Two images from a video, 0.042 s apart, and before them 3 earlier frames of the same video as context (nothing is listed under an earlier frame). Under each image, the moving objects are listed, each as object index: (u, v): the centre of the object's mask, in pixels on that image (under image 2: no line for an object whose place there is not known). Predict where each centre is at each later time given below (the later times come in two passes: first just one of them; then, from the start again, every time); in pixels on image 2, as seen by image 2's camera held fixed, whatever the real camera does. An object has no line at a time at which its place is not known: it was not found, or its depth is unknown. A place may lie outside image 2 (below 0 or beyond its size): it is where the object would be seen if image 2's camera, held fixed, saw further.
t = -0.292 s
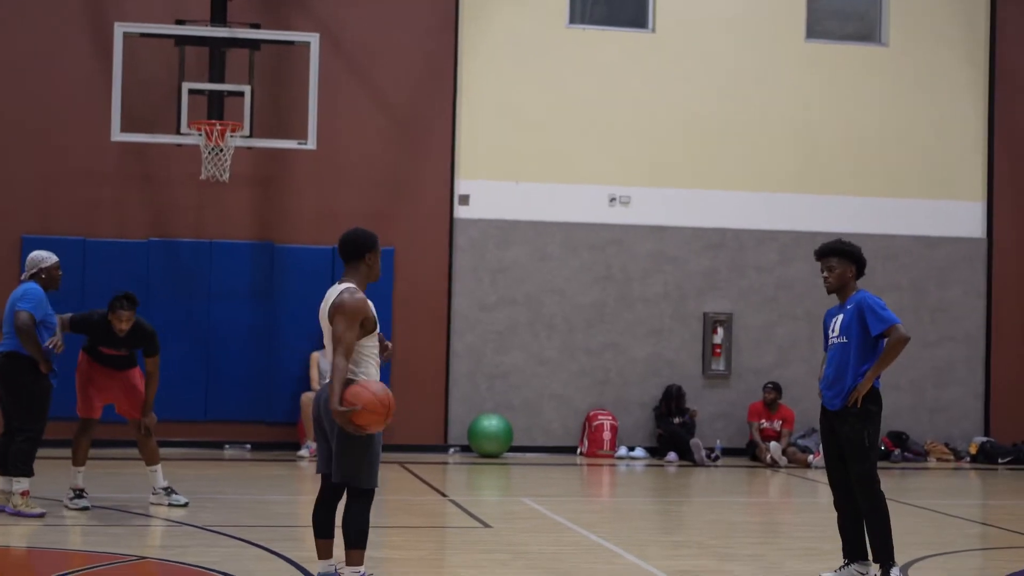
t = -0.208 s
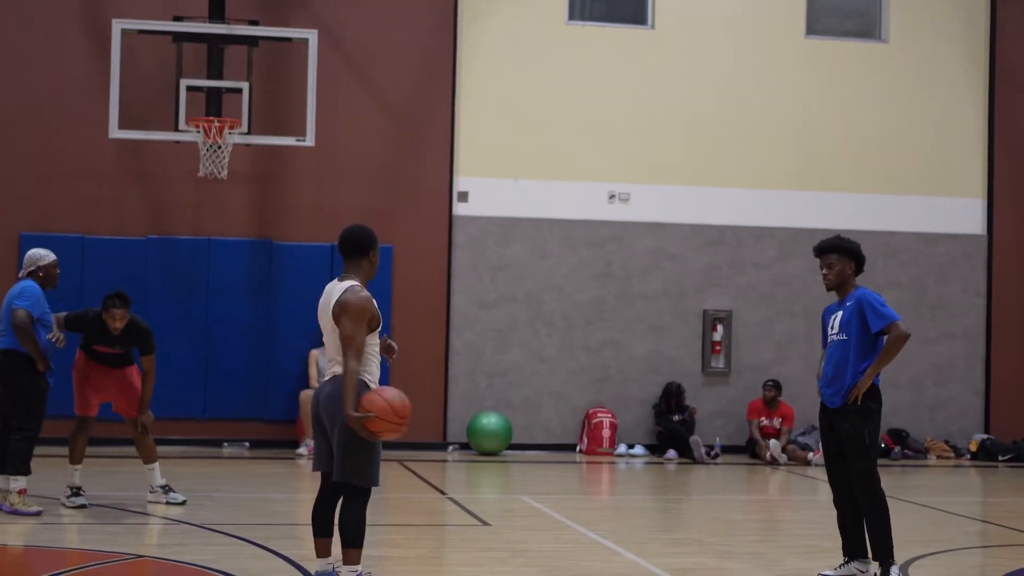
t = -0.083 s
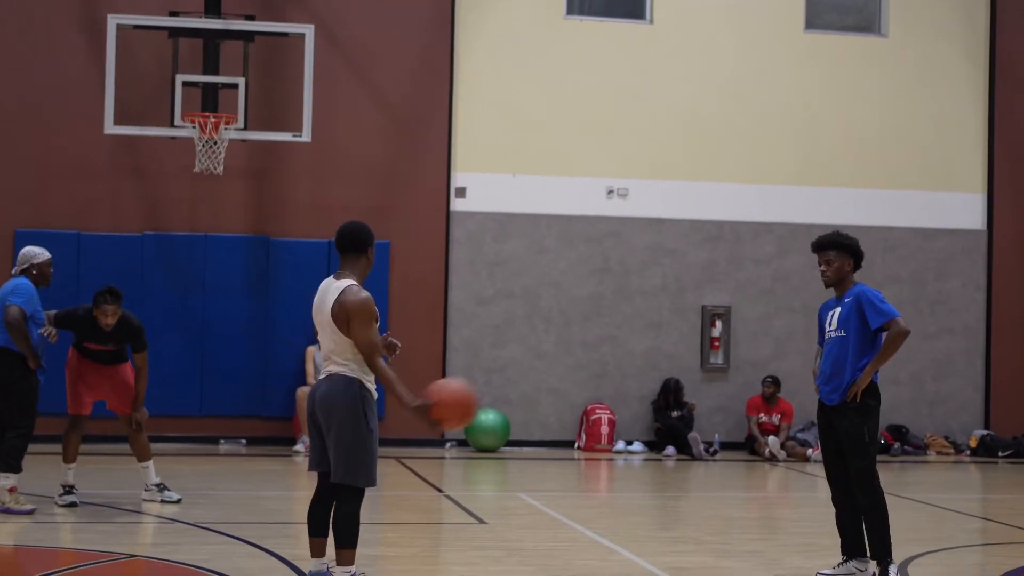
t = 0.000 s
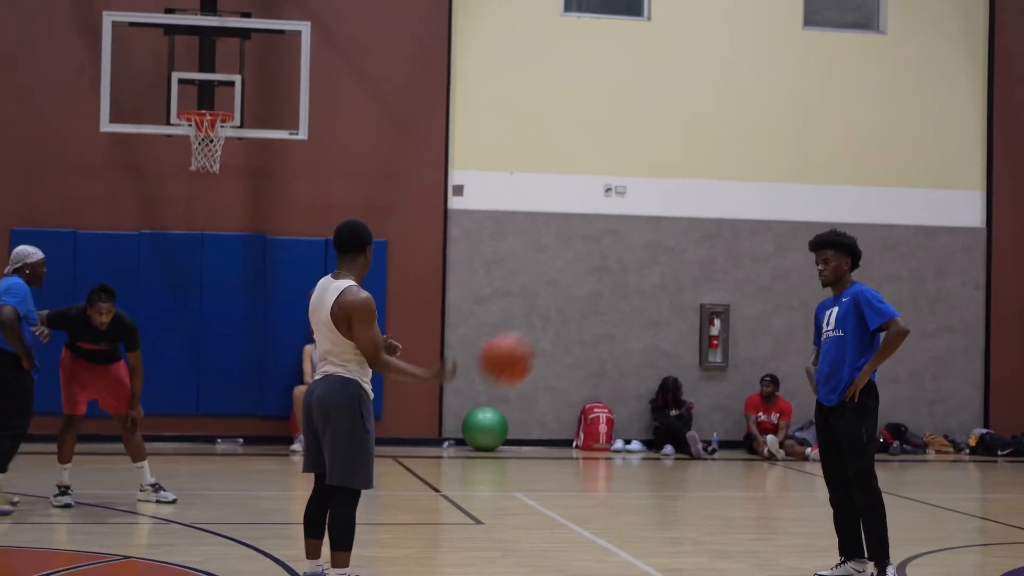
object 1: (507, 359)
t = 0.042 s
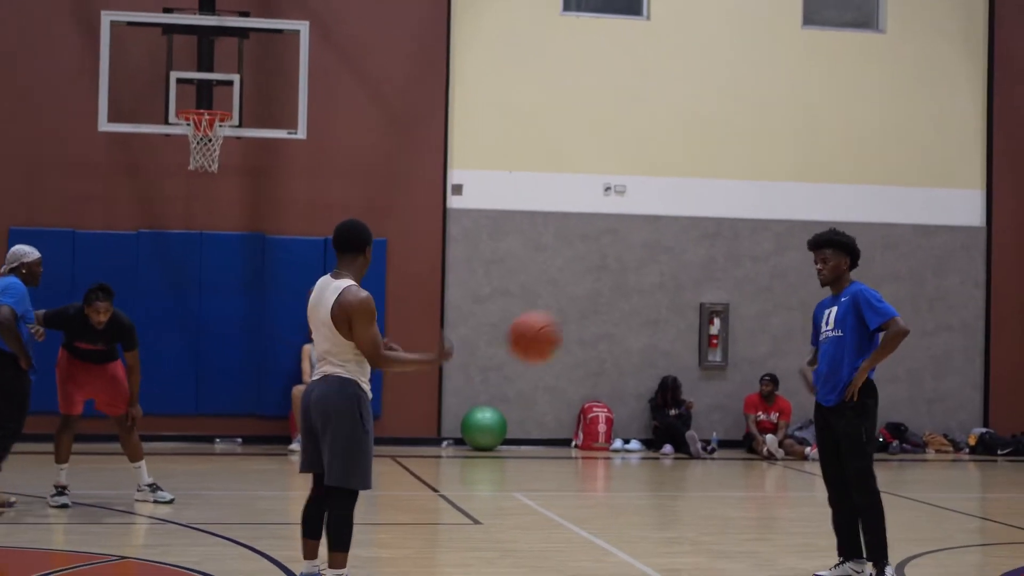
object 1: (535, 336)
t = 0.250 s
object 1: (670, 283)
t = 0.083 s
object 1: (562, 319)
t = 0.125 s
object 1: (589, 305)
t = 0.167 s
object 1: (617, 294)
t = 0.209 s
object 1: (644, 287)
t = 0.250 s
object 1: (670, 283)
